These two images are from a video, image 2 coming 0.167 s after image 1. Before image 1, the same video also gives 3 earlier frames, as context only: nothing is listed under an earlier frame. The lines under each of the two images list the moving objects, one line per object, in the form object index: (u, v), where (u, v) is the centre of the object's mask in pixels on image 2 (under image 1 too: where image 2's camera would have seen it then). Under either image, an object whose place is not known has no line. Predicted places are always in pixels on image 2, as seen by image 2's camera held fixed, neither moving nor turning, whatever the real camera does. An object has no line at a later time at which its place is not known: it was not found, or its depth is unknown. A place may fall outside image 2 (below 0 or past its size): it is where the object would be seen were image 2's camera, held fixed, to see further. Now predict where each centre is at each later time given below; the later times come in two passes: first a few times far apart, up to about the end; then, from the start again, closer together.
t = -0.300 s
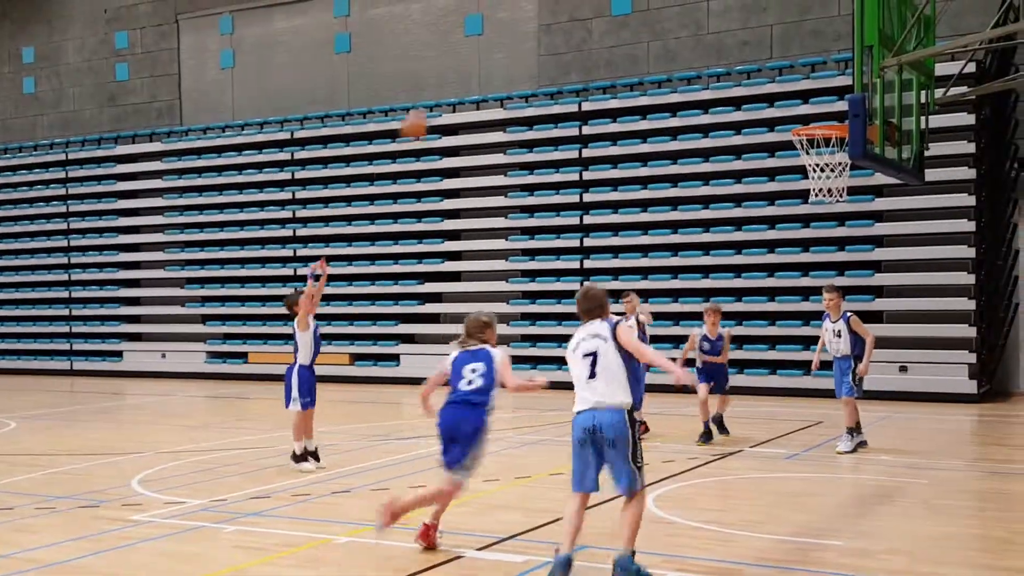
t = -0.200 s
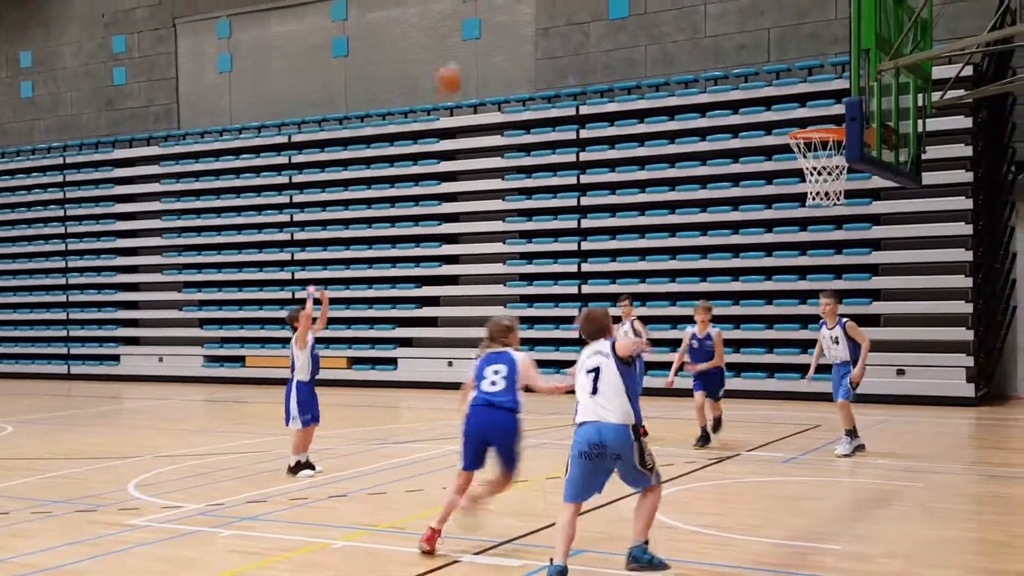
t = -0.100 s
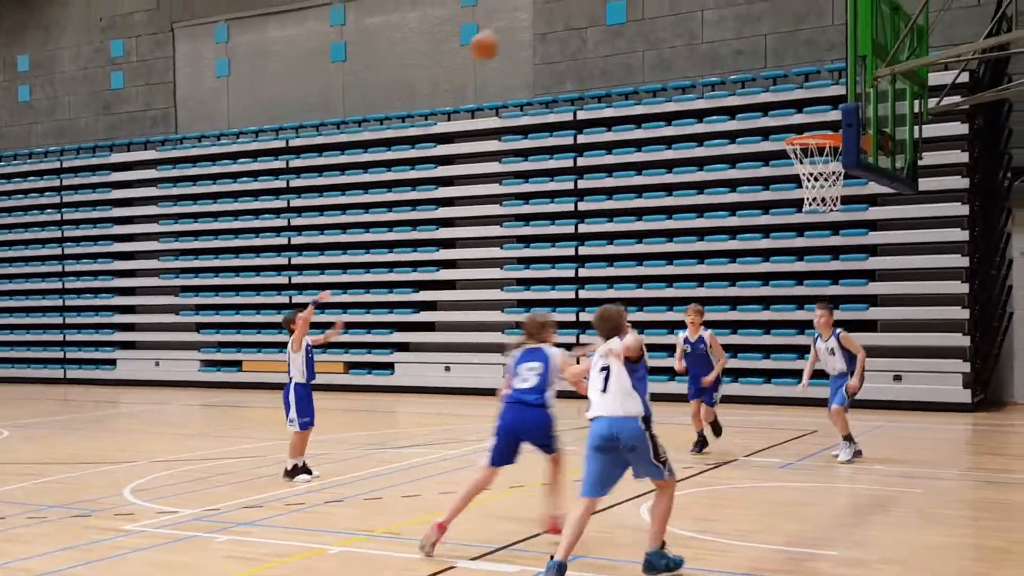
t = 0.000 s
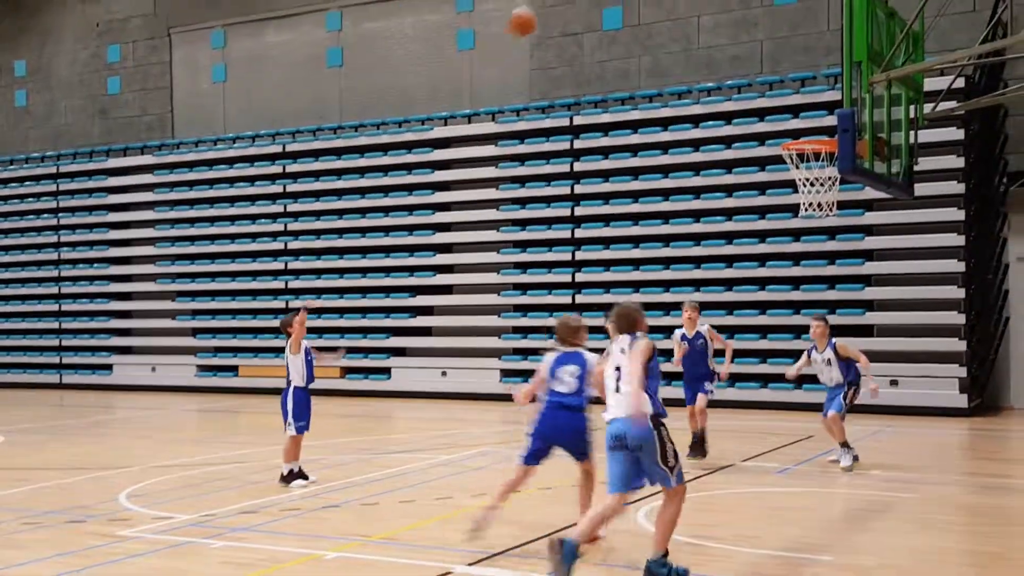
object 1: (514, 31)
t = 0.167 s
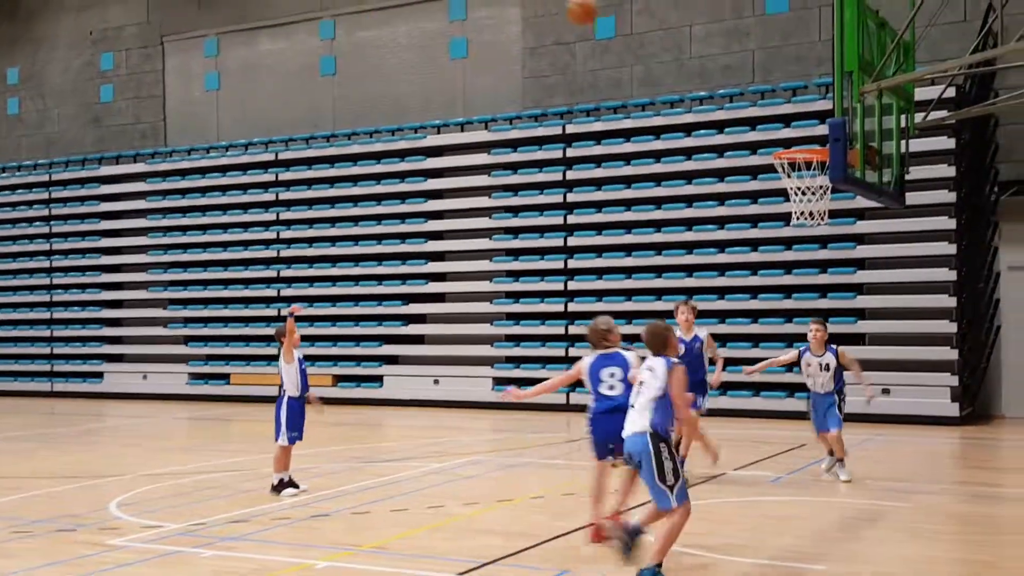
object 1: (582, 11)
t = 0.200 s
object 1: (596, 10)
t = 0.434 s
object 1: (702, 51)
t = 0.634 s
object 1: (798, 140)
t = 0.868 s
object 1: (795, 173)
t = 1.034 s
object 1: (773, 190)
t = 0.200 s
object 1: (596, 10)
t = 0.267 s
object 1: (628, 13)
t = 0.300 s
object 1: (641, 18)
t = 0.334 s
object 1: (655, 23)
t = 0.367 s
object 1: (672, 31)
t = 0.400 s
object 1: (685, 39)
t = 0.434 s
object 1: (702, 51)
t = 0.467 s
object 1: (718, 64)
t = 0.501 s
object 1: (734, 77)
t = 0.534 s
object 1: (750, 91)
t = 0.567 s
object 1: (767, 109)
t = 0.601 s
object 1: (784, 131)
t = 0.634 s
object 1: (798, 140)
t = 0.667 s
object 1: (811, 142)
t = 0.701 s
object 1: (820, 142)
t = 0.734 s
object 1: (821, 145)
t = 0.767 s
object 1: (813, 166)
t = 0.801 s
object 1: (809, 168)
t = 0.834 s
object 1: (803, 169)
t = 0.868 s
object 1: (795, 173)
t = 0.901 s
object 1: (785, 182)
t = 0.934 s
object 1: (780, 185)
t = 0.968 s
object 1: (776, 188)
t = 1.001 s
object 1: (773, 190)
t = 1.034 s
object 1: (773, 190)
